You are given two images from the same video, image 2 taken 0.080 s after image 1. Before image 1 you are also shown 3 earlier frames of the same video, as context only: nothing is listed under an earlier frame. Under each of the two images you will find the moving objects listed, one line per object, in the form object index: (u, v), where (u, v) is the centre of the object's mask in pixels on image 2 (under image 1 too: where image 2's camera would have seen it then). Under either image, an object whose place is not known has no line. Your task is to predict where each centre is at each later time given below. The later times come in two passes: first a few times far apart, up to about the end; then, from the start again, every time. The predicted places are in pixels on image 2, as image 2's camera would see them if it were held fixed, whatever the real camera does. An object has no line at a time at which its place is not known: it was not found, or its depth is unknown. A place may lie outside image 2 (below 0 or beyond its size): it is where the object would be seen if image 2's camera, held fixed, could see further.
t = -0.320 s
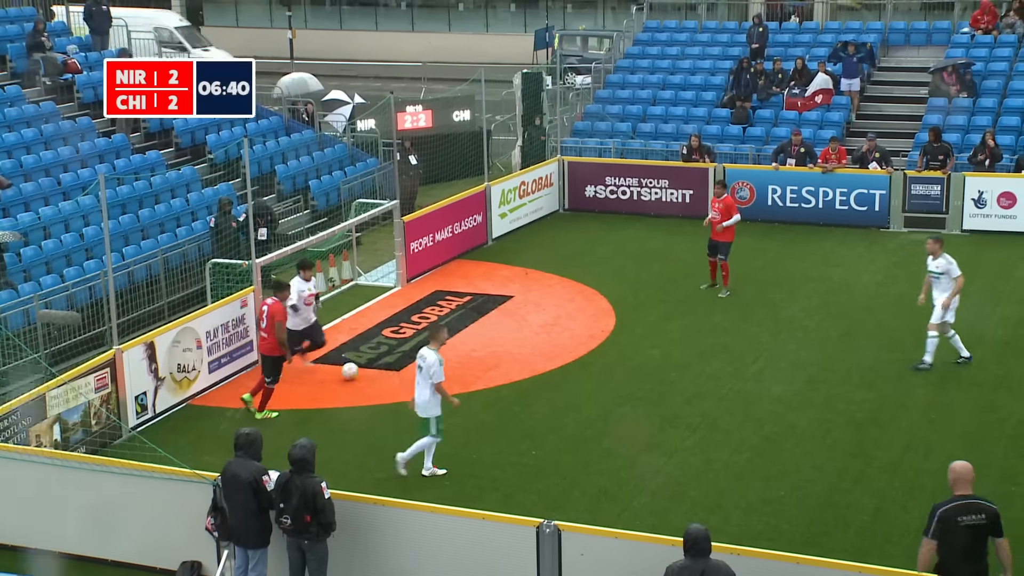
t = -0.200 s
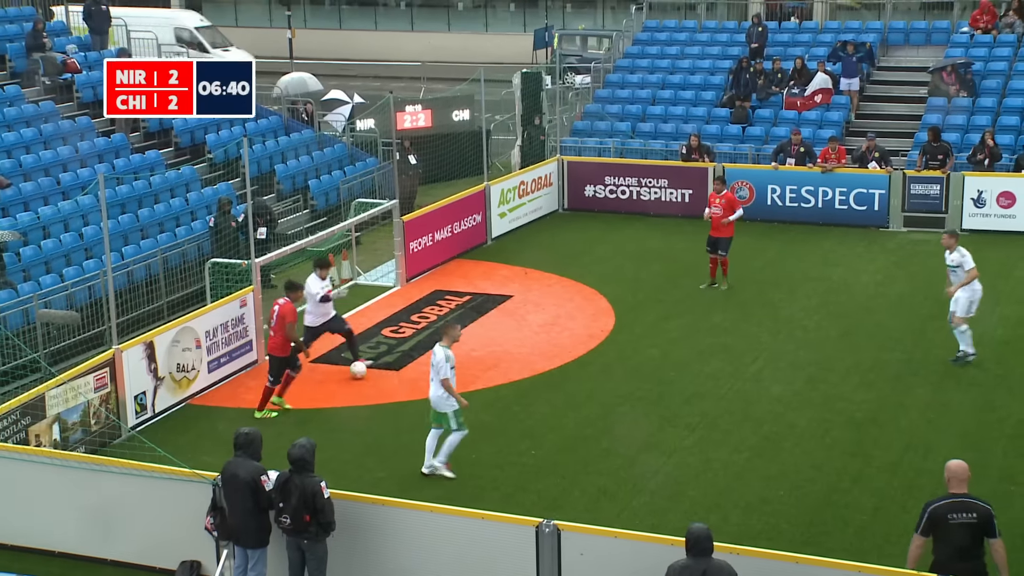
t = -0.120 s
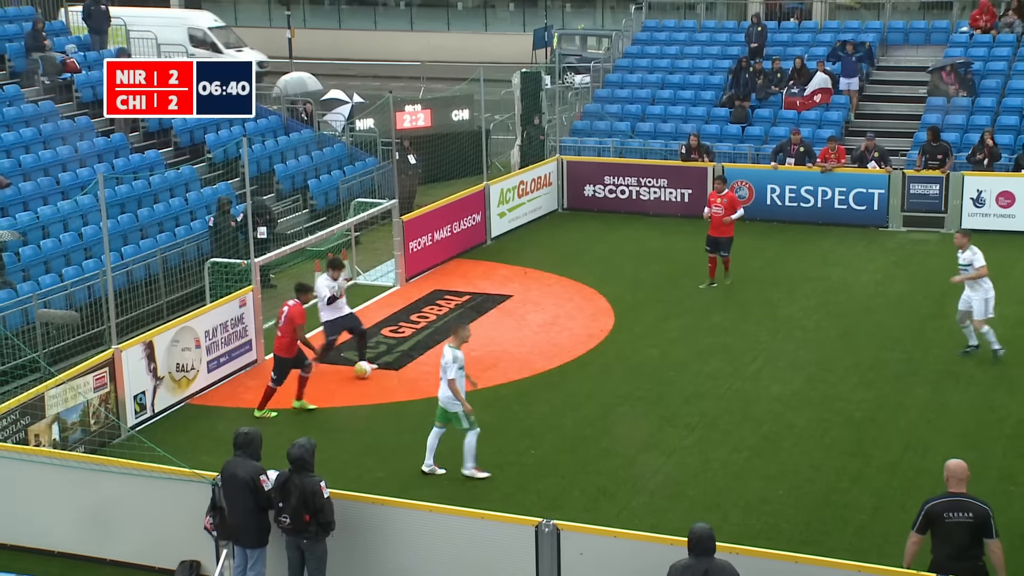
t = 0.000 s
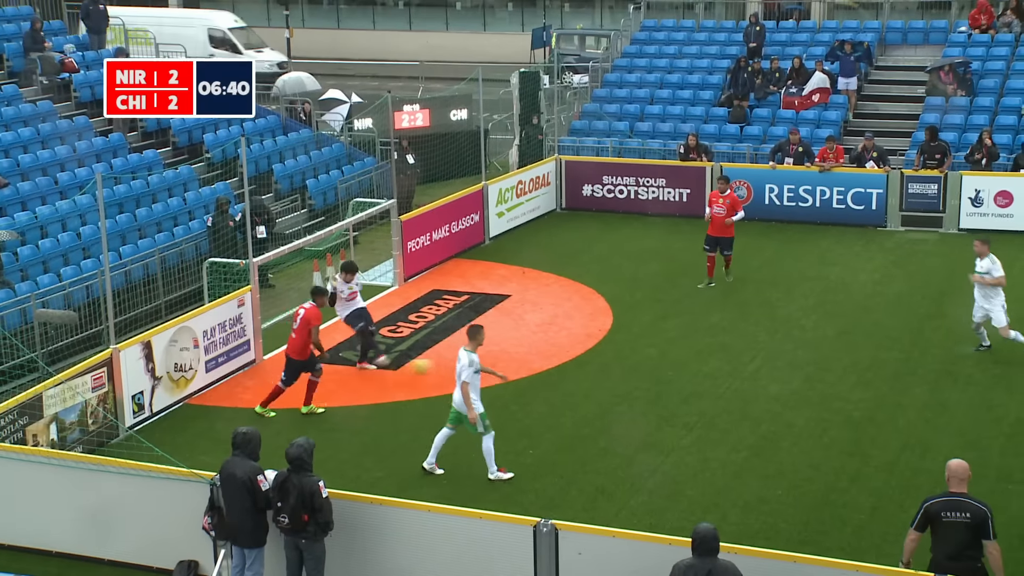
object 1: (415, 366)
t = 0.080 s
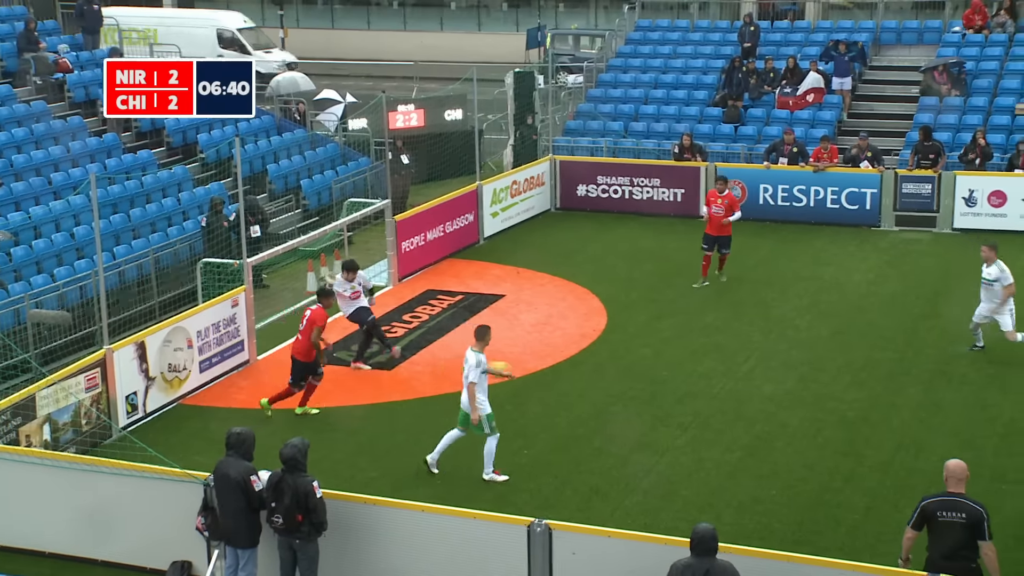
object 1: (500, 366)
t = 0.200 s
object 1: (629, 383)
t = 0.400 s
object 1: (860, 438)
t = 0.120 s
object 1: (542, 371)
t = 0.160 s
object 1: (585, 377)
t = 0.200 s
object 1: (629, 383)
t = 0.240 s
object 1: (674, 392)
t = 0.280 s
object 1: (719, 403)
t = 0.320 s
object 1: (766, 415)
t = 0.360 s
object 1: (814, 432)
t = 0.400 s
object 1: (860, 438)
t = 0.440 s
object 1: (905, 439)
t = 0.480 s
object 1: (951, 443)
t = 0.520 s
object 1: (999, 448)
